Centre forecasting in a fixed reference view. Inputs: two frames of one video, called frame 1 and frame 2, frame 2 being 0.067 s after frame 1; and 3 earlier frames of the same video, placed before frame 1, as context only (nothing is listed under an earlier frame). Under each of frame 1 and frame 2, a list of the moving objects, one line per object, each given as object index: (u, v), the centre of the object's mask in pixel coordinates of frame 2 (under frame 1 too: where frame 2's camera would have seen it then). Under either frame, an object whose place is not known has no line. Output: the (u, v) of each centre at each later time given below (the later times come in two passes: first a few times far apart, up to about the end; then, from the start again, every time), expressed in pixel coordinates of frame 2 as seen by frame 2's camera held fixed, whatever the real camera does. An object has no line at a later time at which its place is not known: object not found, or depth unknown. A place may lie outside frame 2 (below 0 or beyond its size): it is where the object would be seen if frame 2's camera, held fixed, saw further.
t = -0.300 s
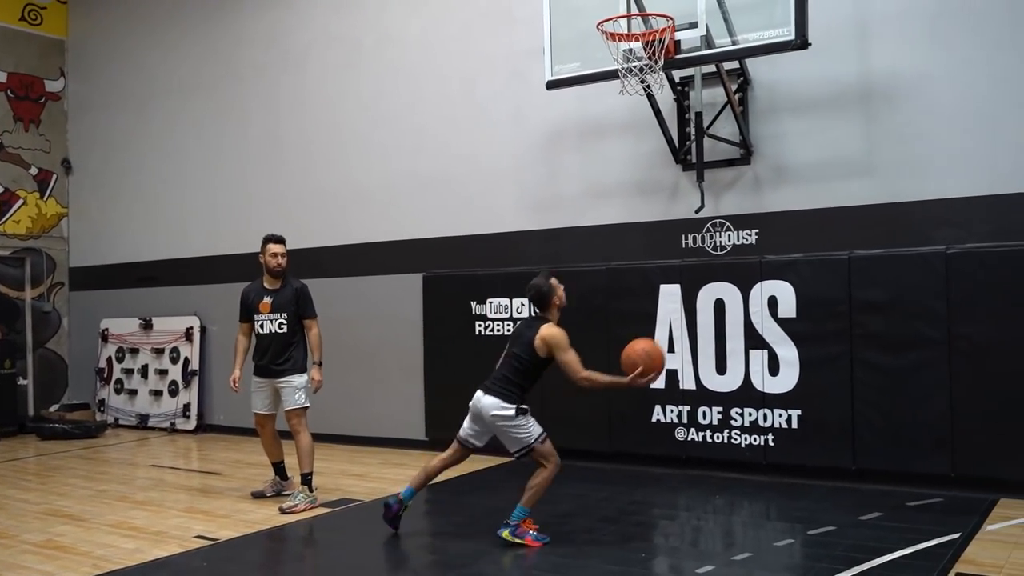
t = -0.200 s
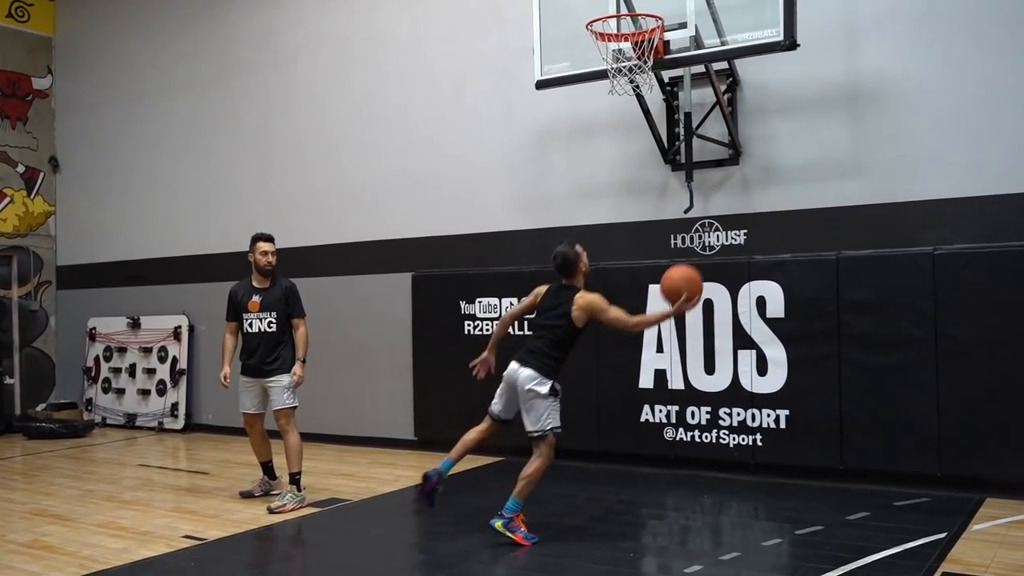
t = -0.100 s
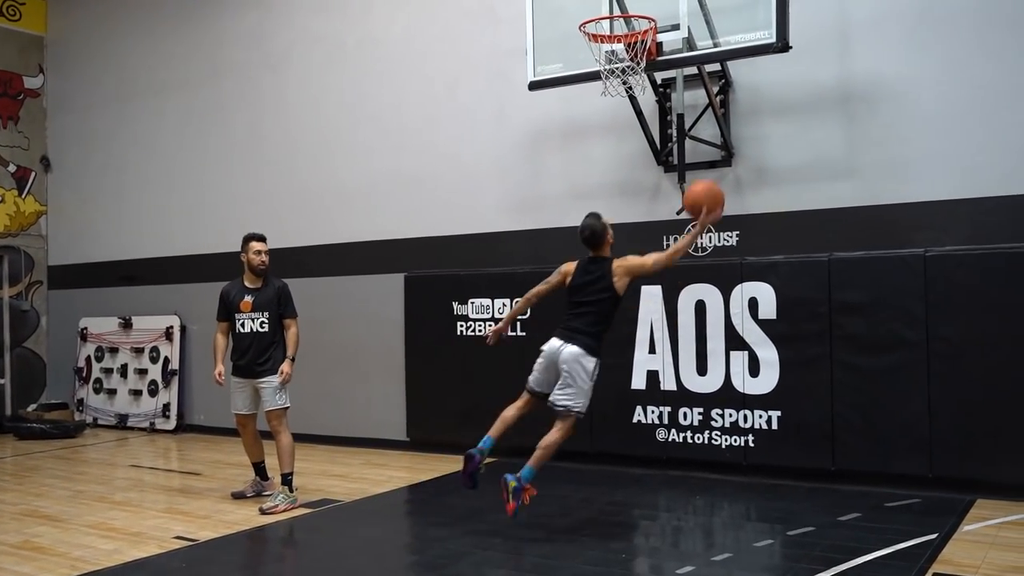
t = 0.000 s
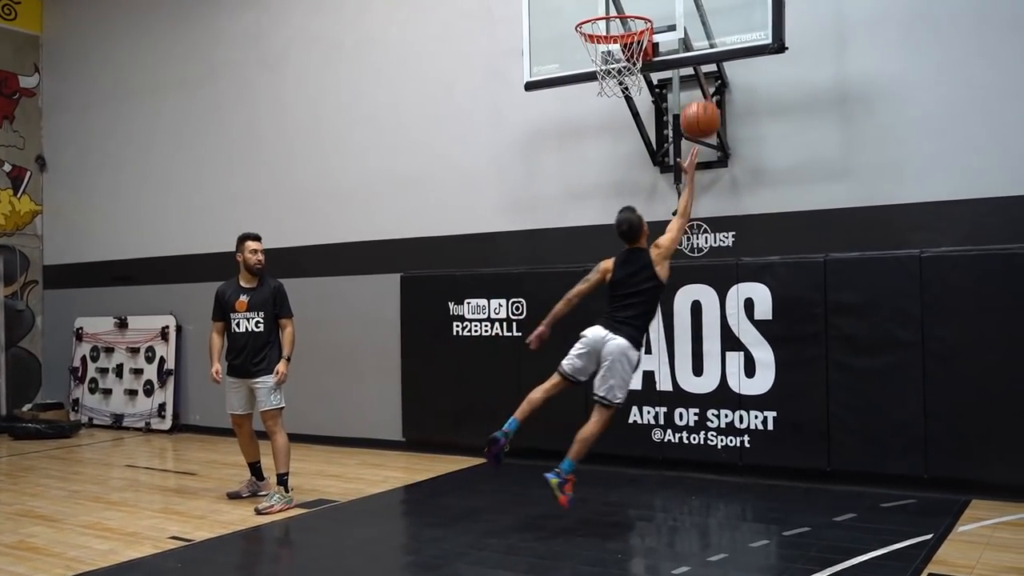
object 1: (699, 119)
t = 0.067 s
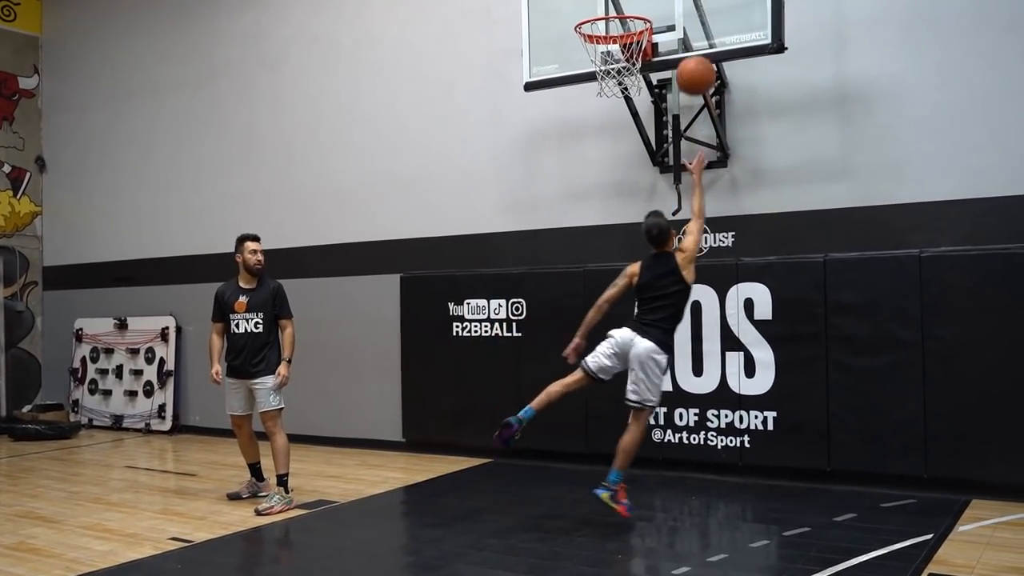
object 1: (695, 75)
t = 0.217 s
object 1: (687, 11)
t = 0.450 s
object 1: (640, -18)
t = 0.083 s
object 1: (694, 66)
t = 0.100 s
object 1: (693, 57)
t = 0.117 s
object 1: (692, 49)
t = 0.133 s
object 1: (691, 42)
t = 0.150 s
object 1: (691, 33)
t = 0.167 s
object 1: (690, 26)
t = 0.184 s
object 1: (689, 20)
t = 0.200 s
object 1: (688, 14)
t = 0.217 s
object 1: (687, 11)
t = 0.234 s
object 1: (683, 7)
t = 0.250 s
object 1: (680, 5)
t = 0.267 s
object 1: (676, 2)
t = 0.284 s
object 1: (673, -1)
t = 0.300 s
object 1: (670, -3)
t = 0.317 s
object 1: (666, -6)
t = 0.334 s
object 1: (663, -8)
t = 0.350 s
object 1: (660, -11)
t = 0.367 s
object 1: (656, -13)
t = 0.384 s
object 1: (653, -14)
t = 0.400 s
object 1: (649, -16)
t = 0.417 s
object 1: (646, -17)
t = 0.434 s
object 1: (643, -18)
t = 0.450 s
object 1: (640, -18)
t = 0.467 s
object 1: (636, -19)
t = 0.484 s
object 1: (633, -19)
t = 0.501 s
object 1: (629, -19)
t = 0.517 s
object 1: (626, -18)
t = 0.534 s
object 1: (623, -17)
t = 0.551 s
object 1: (619, -15)
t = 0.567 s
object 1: (616, -13)
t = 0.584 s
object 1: (613, -11)
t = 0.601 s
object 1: (609, -8)
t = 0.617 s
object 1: (606, -4)
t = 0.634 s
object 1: (603, 0)
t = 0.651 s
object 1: (604, 0)
